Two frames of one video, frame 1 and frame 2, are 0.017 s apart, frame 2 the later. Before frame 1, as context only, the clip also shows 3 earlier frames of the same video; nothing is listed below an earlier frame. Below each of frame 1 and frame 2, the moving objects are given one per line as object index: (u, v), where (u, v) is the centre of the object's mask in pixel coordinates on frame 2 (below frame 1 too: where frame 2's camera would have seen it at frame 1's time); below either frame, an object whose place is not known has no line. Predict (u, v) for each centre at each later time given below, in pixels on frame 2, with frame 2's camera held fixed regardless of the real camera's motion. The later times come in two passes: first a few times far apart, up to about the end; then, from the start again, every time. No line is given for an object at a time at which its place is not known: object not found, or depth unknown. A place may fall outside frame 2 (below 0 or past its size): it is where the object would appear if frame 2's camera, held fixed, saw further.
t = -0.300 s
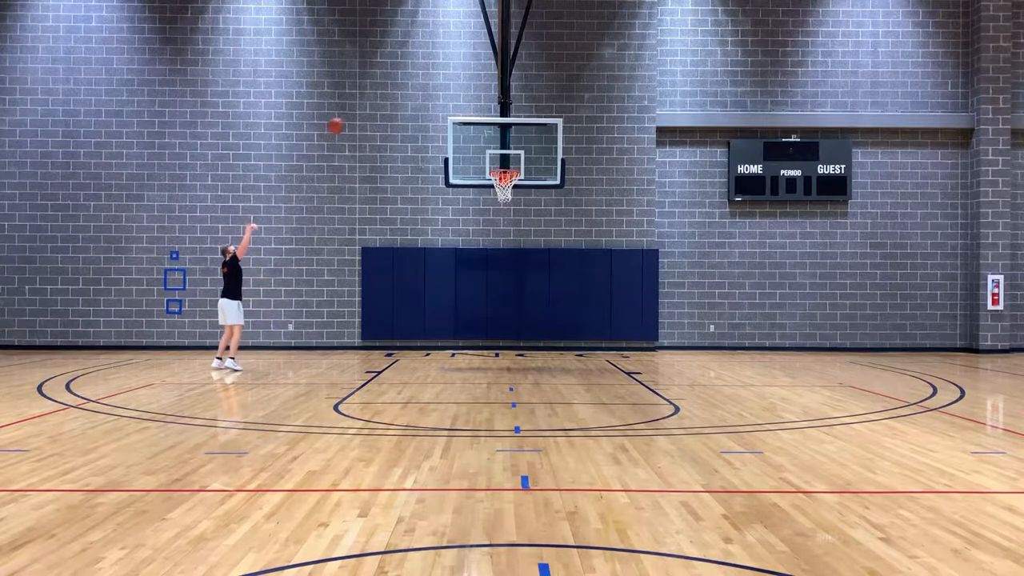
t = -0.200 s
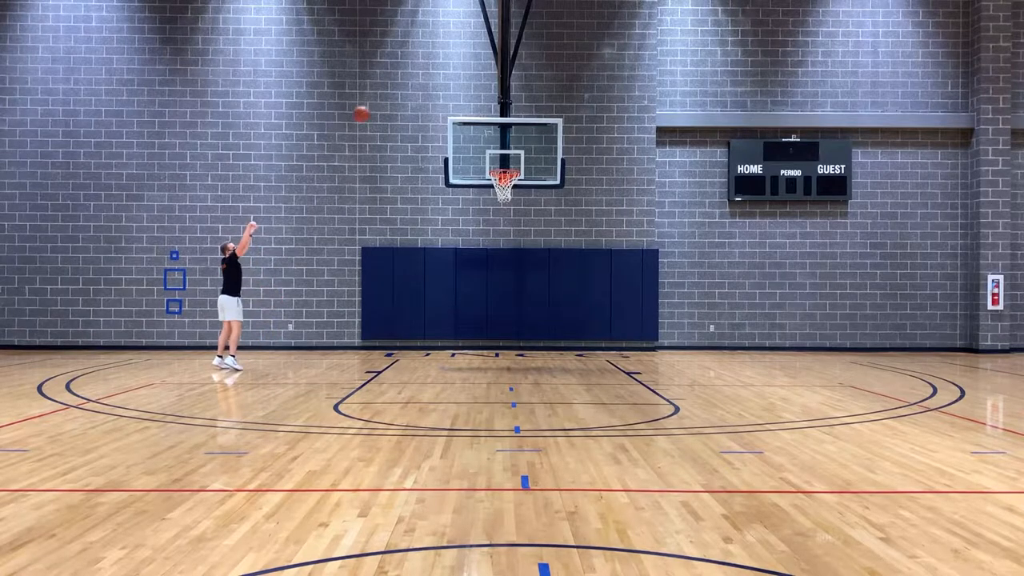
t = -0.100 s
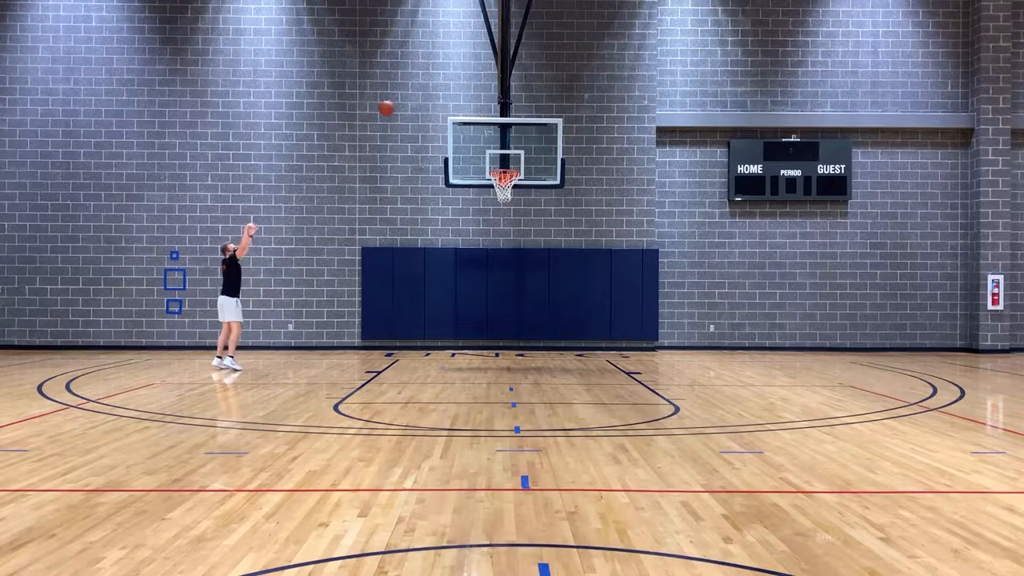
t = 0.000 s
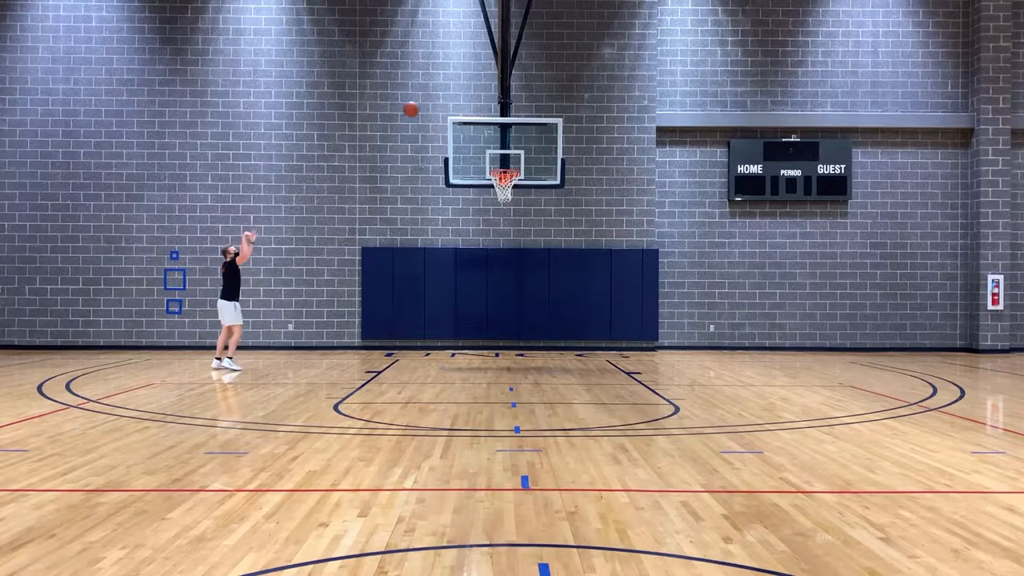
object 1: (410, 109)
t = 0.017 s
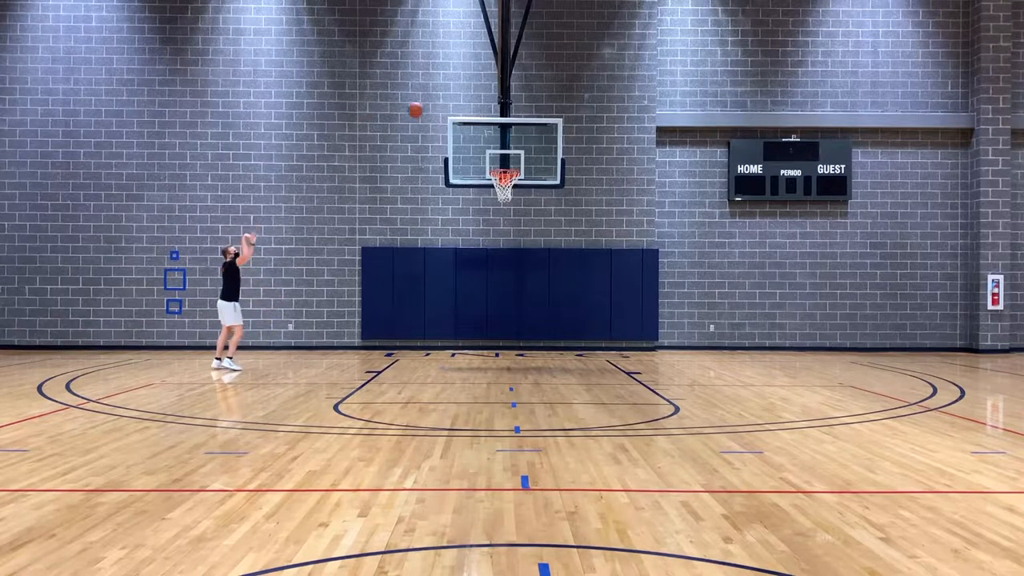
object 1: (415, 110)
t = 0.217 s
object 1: (463, 131)
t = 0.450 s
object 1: (517, 185)
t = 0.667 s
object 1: (518, 193)
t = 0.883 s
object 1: (515, 229)
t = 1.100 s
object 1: (514, 293)
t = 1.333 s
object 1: (509, 341)
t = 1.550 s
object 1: (496, 288)
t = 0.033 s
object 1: (419, 110)
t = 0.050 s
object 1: (423, 111)
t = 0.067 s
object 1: (427, 113)
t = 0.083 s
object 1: (430, 114)
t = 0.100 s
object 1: (435, 116)
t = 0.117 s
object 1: (439, 117)
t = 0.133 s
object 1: (442, 119)
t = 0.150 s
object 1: (447, 122)
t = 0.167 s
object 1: (451, 124)
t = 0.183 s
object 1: (456, 127)
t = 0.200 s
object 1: (459, 129)
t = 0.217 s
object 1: (463, 131)
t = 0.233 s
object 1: (467, 135)
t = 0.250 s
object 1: (471, 137)
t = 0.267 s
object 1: (475, 141)
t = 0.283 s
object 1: (479, 144)
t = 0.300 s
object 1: (483, 147)
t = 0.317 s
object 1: (488, 152)
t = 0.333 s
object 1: (491, 155)
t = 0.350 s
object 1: (496, 160)
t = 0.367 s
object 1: (499, 162)
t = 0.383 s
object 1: (503, 165)
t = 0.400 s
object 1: (506, 167)
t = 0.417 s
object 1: (515, 182)
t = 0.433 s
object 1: (516, 182)
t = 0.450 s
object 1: (517, 185)
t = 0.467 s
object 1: (519, 186)
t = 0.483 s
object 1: (515, 184)
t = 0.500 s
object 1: (520, 185)
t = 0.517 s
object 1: (520, 185)
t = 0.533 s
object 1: (518, 190)
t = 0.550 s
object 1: (518, 190)
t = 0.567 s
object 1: (519, 188)
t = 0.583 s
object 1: (519, 188)
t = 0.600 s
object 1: (518, 189)
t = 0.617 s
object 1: (518, 191)
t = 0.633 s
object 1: (518, 191)
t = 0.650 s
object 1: (518, 192)
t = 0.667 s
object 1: (518, 193)
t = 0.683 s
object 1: (518, 194)
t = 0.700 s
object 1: (518, 196)
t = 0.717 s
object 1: (517, 197)
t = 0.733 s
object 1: (517, 199)
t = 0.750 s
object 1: (517, 203)
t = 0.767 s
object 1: (517, 206)
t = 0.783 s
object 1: (517, 209)
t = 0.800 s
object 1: (517, 212)
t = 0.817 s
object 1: (516, 215)
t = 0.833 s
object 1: (516, 219)
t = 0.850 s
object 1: (517, 222)
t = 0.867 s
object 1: (516, 225)
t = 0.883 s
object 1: (515, 229)
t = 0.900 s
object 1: (515, 232)
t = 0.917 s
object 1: (516, 238)
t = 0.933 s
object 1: (516, 241)
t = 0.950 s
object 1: (514, 246)
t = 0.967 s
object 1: (515, 251)
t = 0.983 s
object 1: (514, 255)
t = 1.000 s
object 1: (514, 260)
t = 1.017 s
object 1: (514, 265)
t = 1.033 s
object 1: (514, 270)
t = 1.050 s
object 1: (514, 275)
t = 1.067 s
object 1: (514, 281)
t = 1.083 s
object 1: (514, 286)
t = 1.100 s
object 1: (514, 293)
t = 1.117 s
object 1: (514, 299)
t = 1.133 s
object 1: (513, 305)
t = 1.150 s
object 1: (513, 311)
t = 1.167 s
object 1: (513, 318)
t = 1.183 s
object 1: (513, 324)
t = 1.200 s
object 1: (513, 331)
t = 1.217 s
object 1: (513, 338)
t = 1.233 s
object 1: (512, 344)
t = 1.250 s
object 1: (513, 352)
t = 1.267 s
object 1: (512, 360)
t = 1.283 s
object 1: (512, 357)
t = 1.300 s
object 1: (511, 351)
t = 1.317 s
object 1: (510, 345)
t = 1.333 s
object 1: (509, 341)
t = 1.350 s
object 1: (508, 335)
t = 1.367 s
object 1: (507, 331)
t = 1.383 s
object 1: (506, 326)
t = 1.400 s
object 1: (505, 321)
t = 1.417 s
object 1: (504, 317)
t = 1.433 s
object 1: (503, 313)
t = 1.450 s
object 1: (502, 309)
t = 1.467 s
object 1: (501, 305)
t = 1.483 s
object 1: (500, 301)
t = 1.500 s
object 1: (499, 298)
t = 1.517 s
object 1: (498, 295)
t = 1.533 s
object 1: (497, 292)
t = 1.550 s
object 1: (496, 288)
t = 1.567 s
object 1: (495, 286)
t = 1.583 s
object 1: (494, 283)
